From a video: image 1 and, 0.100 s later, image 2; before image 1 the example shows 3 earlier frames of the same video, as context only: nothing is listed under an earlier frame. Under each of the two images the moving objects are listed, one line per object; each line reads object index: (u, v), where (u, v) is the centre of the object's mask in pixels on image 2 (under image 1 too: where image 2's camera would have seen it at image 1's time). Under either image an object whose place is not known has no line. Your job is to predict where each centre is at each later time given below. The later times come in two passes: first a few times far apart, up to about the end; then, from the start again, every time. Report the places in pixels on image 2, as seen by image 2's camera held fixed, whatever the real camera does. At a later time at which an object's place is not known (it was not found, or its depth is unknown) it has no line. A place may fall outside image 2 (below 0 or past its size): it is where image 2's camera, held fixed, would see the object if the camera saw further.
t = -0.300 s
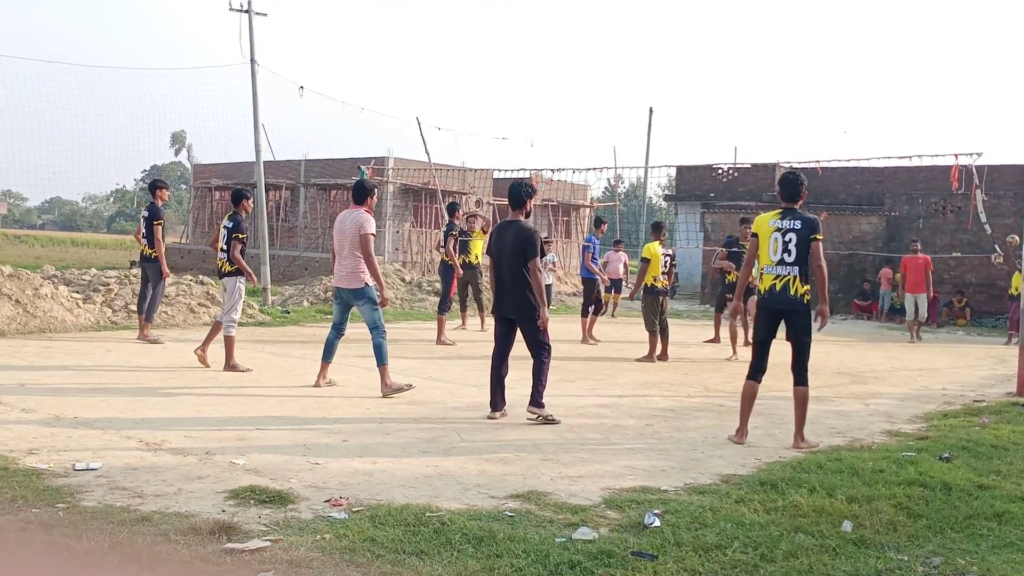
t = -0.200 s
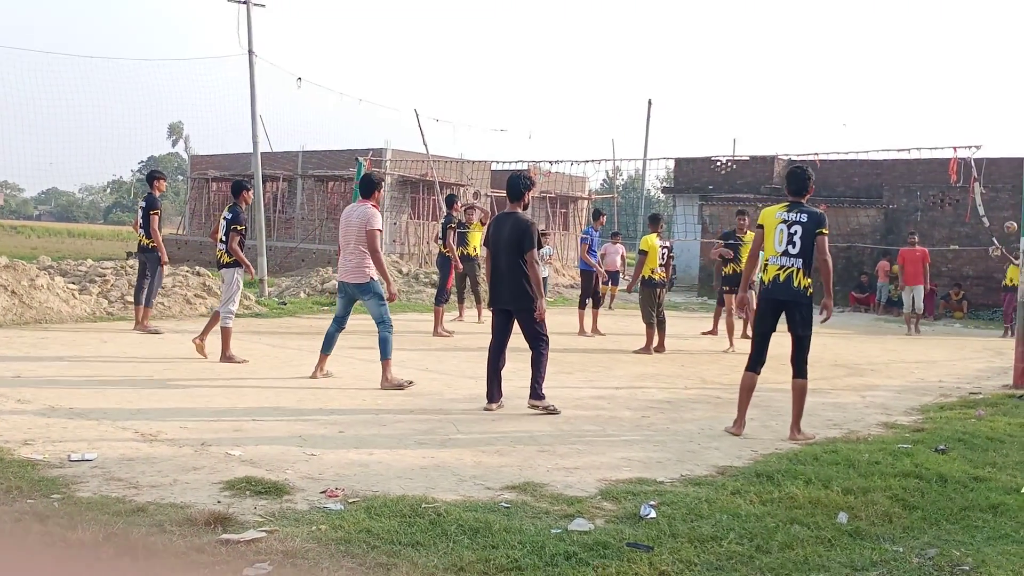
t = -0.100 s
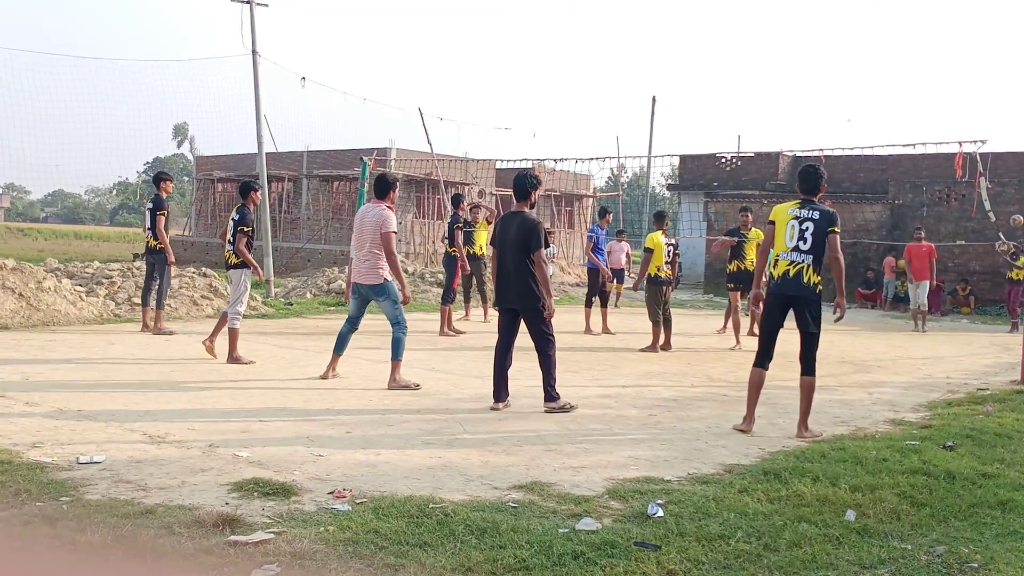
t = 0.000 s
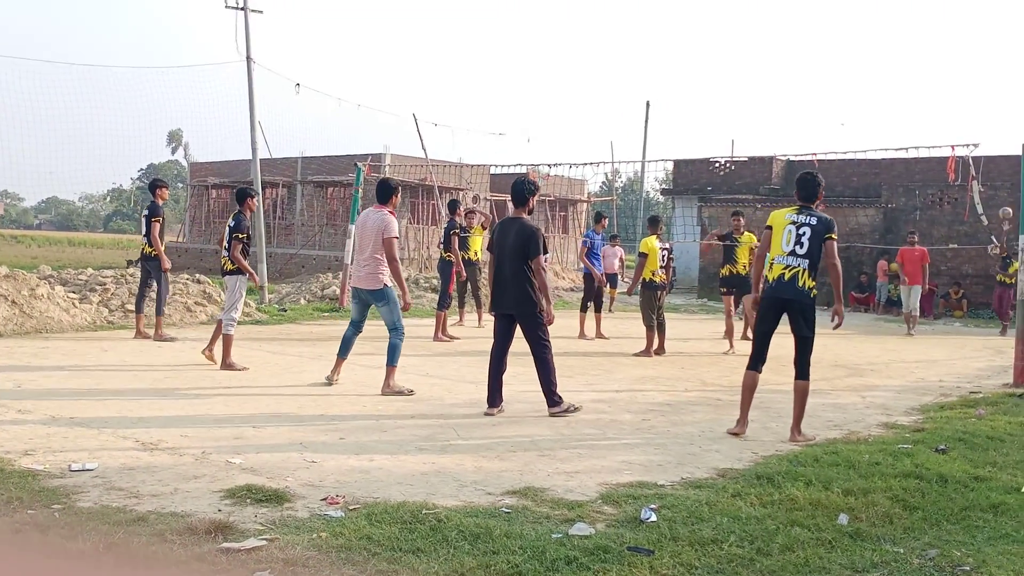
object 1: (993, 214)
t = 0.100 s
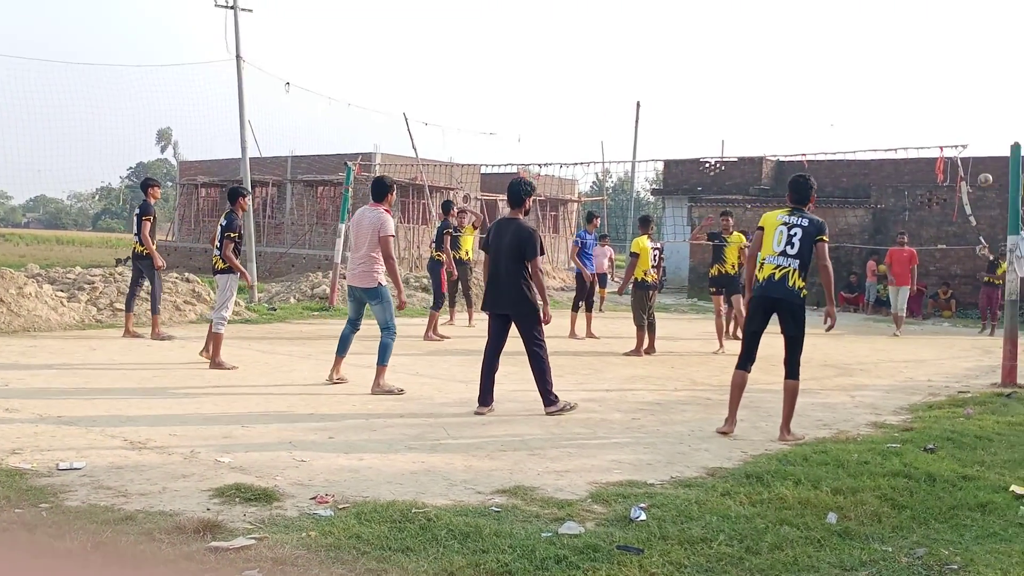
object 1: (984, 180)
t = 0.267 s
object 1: (968, 127)
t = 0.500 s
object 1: (938, 65)
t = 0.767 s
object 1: (885, 25)
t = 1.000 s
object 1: (811, 38)
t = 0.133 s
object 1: (982, 168)
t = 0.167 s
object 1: (978, 158)
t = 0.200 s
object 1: (975, 147)
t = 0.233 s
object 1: (971, 137)
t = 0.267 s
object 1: (968, 127)
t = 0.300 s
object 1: (964, 118)
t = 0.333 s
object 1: (961, 108)
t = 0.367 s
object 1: (957, 98)
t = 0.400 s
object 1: (952, 89)
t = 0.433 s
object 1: (948, 81)
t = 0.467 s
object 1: (944, 73)
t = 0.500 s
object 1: (938, 65)
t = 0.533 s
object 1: (933, 58)
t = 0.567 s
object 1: (927, 51)
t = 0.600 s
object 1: (921, 45)
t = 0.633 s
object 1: (915, 39)
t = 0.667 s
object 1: (909, 35)
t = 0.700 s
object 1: (902, 30)
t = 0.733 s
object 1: (893, 27)
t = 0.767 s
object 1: (885, 25)
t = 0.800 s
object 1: (876, 23)
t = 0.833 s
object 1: (867, 23)
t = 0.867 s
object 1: (858, 22)
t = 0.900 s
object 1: (847, 25)
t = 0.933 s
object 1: (836, 27)
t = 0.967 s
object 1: (824, 32)
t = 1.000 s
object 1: (811, 38)
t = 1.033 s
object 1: (799, 46)
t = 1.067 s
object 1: (785, 56)
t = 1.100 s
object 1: (771, 67)
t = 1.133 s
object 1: (755, 81)
